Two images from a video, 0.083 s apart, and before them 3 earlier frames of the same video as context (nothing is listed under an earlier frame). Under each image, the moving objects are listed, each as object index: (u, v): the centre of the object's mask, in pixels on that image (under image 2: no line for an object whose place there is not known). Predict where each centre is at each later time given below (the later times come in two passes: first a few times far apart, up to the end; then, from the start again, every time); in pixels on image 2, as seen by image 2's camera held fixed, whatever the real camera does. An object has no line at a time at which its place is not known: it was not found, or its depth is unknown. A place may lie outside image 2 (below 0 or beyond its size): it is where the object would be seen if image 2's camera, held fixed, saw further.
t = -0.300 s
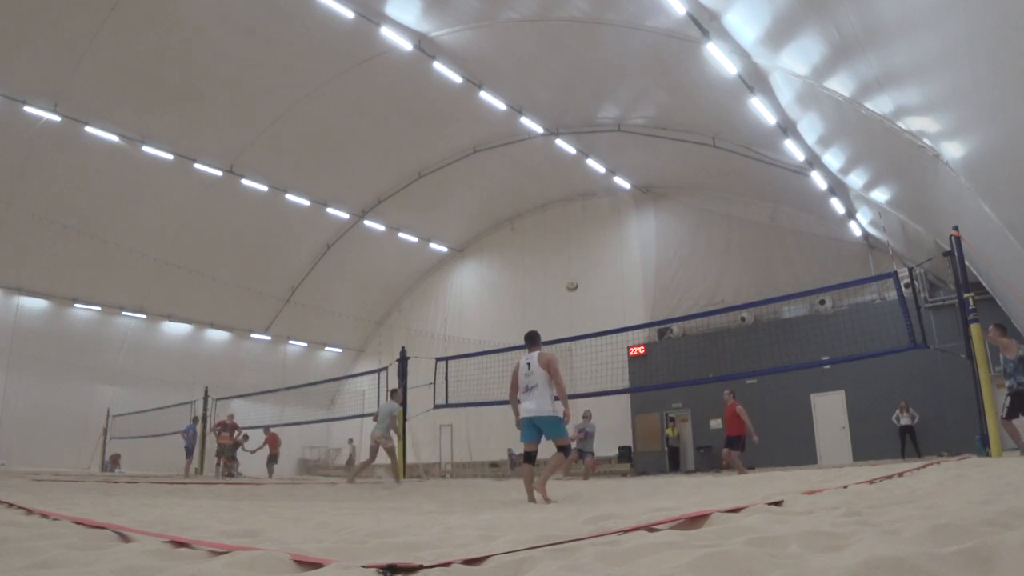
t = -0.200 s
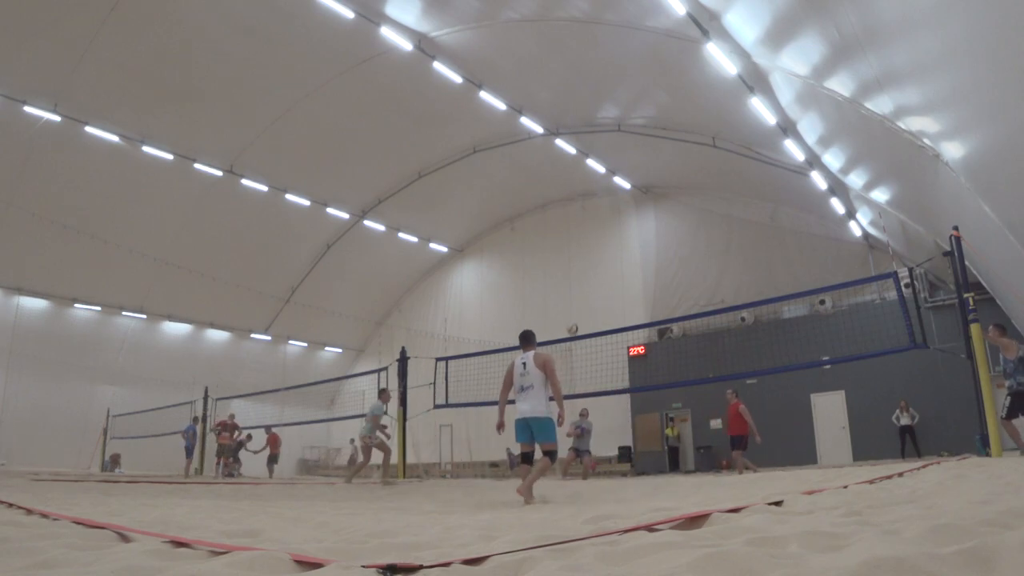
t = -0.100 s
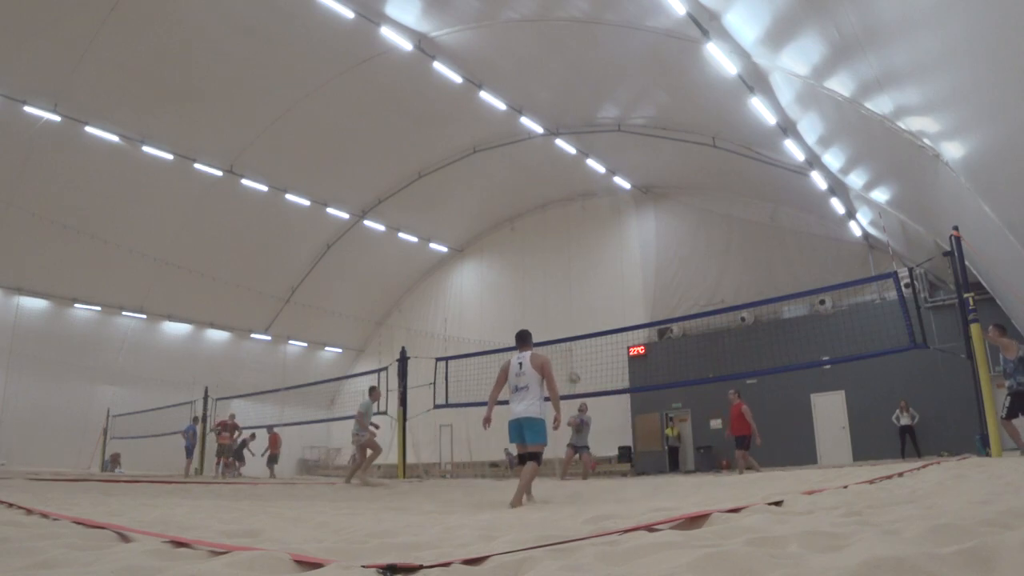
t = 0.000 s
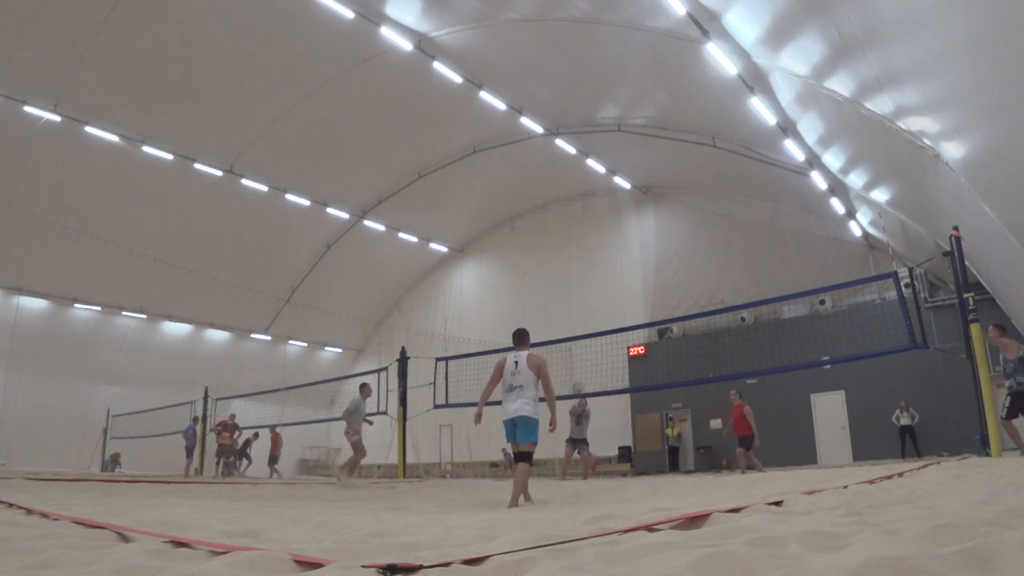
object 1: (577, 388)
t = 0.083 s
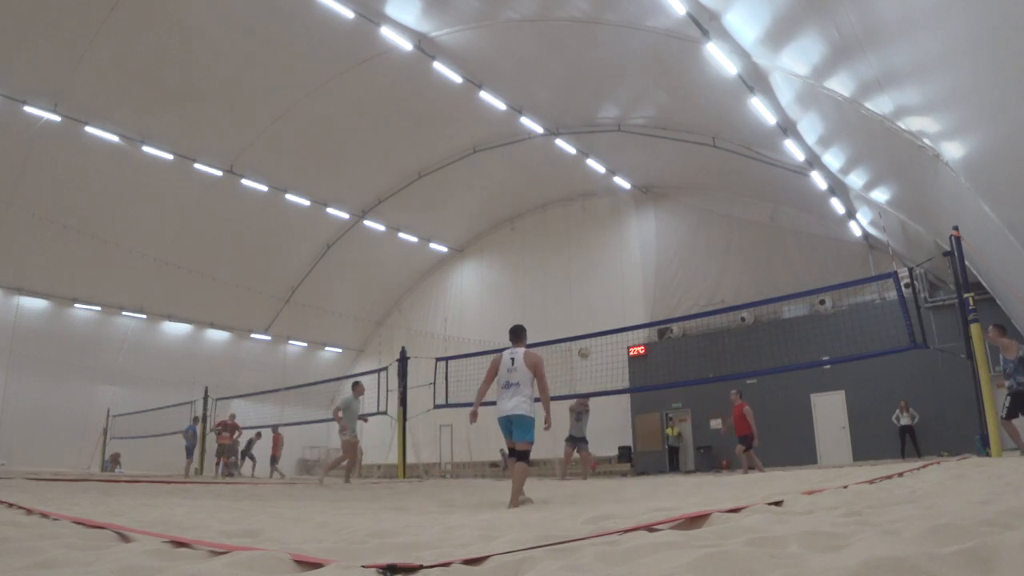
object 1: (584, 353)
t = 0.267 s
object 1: (596, 291)
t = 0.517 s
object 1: (614, 240)
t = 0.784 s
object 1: (634, 220)
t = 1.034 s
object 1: (656, 234)
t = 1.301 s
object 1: (681, 283)
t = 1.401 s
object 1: (692, 309)
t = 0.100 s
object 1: (585, 346)
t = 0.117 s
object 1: (586, 342)
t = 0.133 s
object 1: (587, 331)
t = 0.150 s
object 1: (588, 328)
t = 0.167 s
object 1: (589, 322)
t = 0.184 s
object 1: (590, 317)
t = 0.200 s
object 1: (592, 311)
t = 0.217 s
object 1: (593, 306)
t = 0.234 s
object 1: (594, 301)
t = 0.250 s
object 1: (595, 296)
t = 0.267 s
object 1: (596, 291)
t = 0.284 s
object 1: (597, 287)
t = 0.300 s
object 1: (598, 282)
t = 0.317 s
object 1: (599, 278)
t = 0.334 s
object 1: (601, 274)
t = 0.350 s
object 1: (602, 270)
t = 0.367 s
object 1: (603, 266)
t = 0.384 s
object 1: (604, 263)
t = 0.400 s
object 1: (605, 259)
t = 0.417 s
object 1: (606, 256)
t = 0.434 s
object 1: (608, 253)
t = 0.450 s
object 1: (609, 250)
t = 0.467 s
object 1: (610, 247)
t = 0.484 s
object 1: (611, 244)
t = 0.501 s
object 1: (612, 242)
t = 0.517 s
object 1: (614, 240)
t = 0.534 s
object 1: (615, 237)
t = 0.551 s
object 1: (616, 235)
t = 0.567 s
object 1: (617, 233)
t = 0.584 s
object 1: (618, 231)
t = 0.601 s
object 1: (620, 230)
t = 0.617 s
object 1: (621, 228)
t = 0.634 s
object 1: (622, 227)
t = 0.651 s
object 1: (624, 226)
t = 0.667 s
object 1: (625, 224)
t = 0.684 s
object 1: (626, 223)
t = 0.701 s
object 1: (627, 222)
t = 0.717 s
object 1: (629, 222)
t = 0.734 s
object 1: (630, 221)
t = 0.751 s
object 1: (631, 221)
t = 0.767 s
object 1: (633, 221)
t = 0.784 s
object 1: (634, 220)
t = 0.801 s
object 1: (635, 220)
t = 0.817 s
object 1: (637, 220)
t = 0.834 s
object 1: (638, 221)
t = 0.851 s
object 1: (640, 221)
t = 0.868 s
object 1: (641, 221)
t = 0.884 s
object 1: (642, 222)
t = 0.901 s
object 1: (644, 223)
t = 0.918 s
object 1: (645, 224)
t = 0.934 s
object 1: (647, 225)
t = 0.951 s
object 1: (648, 226)
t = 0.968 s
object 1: (650, 227)
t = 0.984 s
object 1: (651, 229)
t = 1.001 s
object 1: (653, 230)
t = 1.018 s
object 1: (654, 232)
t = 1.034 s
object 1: (656, 234)
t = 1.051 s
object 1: (657, 236)
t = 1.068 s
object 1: (659, 238)
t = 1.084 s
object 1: (660, 240)
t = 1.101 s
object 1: (662, 243)
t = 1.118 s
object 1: (663, 246)
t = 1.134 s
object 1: (665, 248)
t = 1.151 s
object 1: (666, 251)
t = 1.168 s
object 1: (668, 254)
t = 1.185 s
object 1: (670, 257)
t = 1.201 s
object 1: (671, 261)
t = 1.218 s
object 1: (673, 264)
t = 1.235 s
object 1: (675, 268)
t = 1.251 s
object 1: (676, 271)
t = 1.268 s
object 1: (678, 275)
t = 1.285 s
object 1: (680, 279)
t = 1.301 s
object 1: (681, 283)
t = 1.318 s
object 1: (683, 287)
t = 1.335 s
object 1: (685, 291)
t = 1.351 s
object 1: (686, 296)
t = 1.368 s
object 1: (688, 300)
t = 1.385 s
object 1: (690, 305)
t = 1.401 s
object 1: (692, 309)
